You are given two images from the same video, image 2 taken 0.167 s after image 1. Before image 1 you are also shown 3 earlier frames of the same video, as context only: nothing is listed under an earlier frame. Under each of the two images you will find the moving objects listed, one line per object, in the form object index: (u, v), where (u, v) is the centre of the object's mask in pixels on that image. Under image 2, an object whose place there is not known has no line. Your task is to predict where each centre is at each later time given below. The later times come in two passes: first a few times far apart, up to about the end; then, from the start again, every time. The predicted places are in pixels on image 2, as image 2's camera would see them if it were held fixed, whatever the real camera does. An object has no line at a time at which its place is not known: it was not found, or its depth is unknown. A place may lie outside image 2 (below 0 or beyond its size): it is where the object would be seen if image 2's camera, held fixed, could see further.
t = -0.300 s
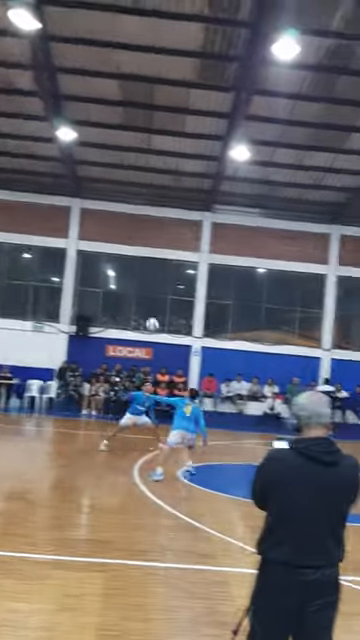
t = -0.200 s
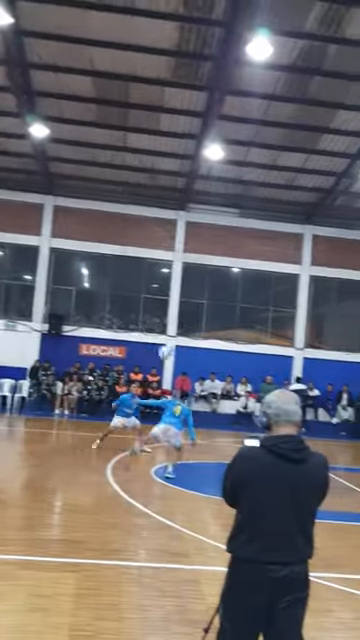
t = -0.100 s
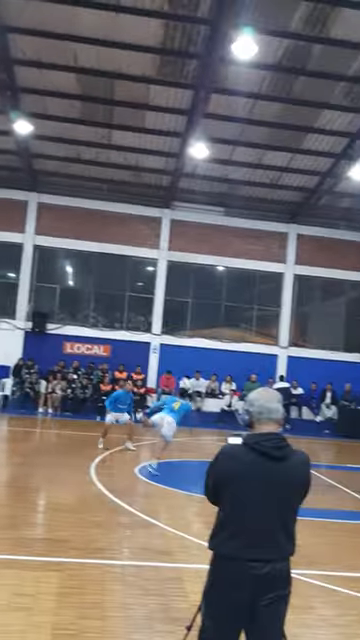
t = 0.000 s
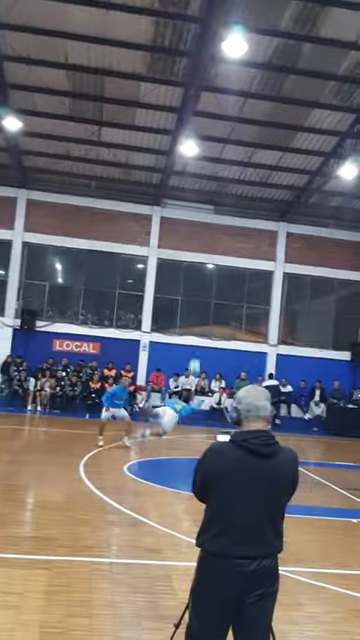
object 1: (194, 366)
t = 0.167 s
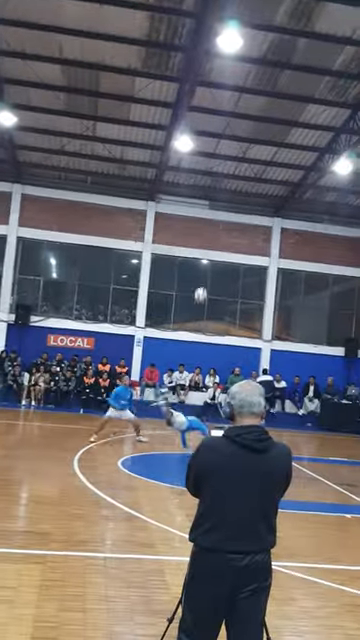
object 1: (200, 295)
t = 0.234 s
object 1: (204, 271)
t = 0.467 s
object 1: (218, 211)
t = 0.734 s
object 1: (230, 181)
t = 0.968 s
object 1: (238, 185)
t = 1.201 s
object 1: (244, 216)
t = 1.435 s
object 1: (246, 278)
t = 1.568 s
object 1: (247, 324)
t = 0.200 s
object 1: (202, 283)
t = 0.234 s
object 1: (204, 271)
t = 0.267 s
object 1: (206, 262)
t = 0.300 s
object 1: (209, 251)
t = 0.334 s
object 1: (211, 242)
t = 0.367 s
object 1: (213, 234)
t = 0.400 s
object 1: (214, 226)
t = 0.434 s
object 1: (217, 219)
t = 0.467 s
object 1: (218, 211)
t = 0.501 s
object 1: (220, 205)
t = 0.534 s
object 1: (222, 202)
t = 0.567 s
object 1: (223, 196)
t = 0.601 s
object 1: (225, 192)
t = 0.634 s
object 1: (226, 188)
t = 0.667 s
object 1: (228, 185)
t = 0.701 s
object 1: (229, 183)
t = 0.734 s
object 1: (230, 181)
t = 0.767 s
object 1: (231, 180)
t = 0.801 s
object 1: (233, 179)
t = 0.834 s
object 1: (234, 179)
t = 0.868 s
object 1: (235, 180)
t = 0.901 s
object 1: (236, 181)
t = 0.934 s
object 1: (237, 182)
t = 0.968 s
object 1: (238, 185)
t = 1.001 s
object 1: (239, 187)
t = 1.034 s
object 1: (240, 191)
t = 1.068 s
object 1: (241, 195)
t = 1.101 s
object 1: (242, 199)
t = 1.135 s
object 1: (242, 205)
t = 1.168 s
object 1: (243, 209)
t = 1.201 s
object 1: (244, 216)
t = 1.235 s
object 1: (244, 224)
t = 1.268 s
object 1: (245, 231)
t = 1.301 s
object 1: (245, 239)
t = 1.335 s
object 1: (246, 248)
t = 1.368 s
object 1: (247, 256)
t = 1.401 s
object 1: (246, 269)
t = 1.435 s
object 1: (246, 278)
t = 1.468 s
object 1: (247, 289)
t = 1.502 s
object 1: (247, 301)
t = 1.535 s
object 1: (247, 312)
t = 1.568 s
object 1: (247, 324)
